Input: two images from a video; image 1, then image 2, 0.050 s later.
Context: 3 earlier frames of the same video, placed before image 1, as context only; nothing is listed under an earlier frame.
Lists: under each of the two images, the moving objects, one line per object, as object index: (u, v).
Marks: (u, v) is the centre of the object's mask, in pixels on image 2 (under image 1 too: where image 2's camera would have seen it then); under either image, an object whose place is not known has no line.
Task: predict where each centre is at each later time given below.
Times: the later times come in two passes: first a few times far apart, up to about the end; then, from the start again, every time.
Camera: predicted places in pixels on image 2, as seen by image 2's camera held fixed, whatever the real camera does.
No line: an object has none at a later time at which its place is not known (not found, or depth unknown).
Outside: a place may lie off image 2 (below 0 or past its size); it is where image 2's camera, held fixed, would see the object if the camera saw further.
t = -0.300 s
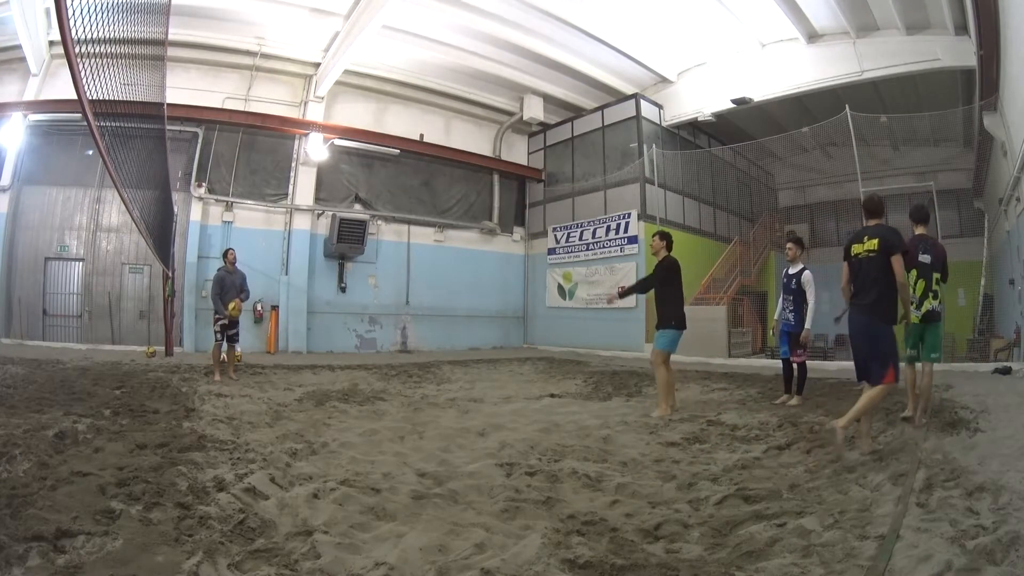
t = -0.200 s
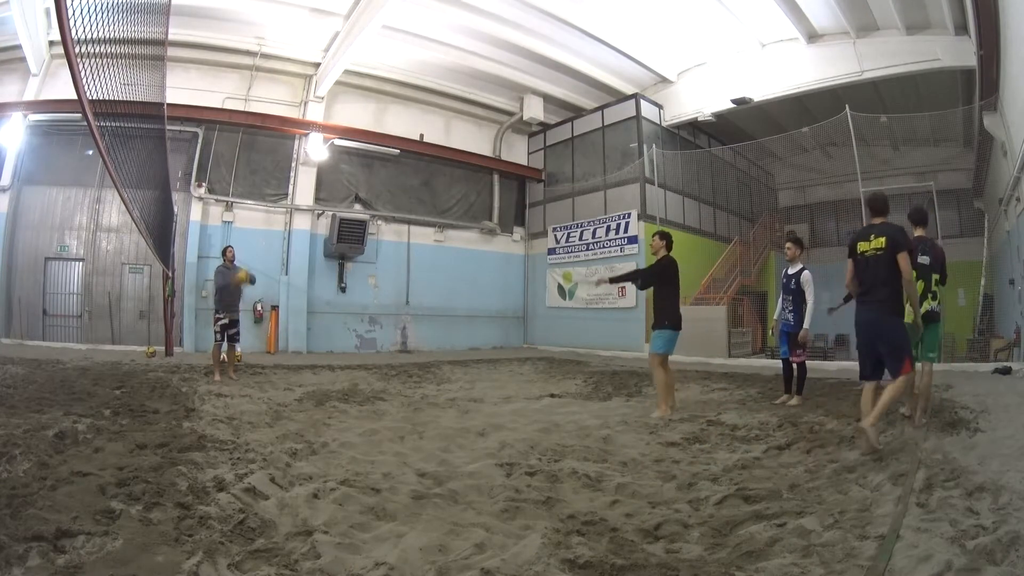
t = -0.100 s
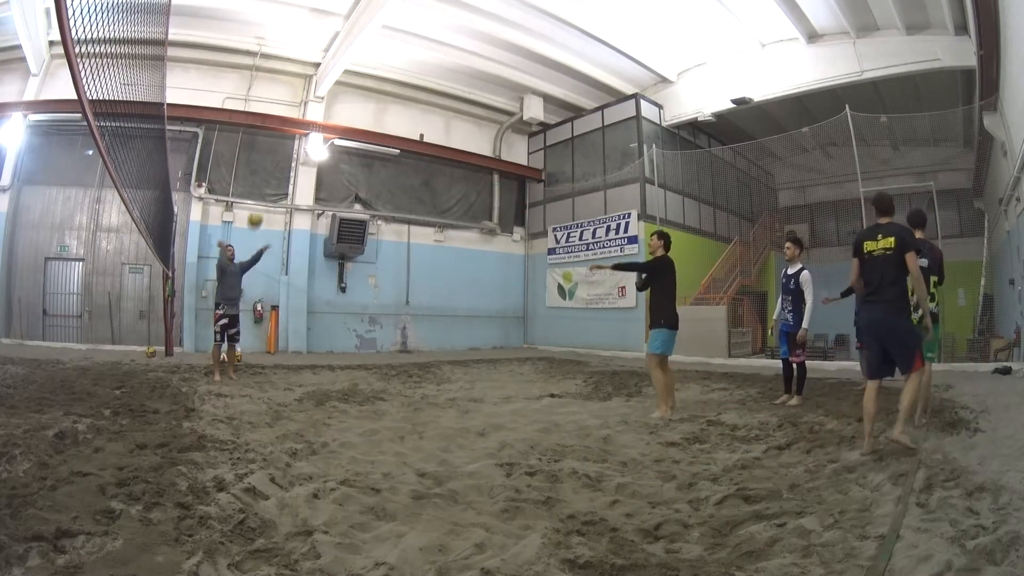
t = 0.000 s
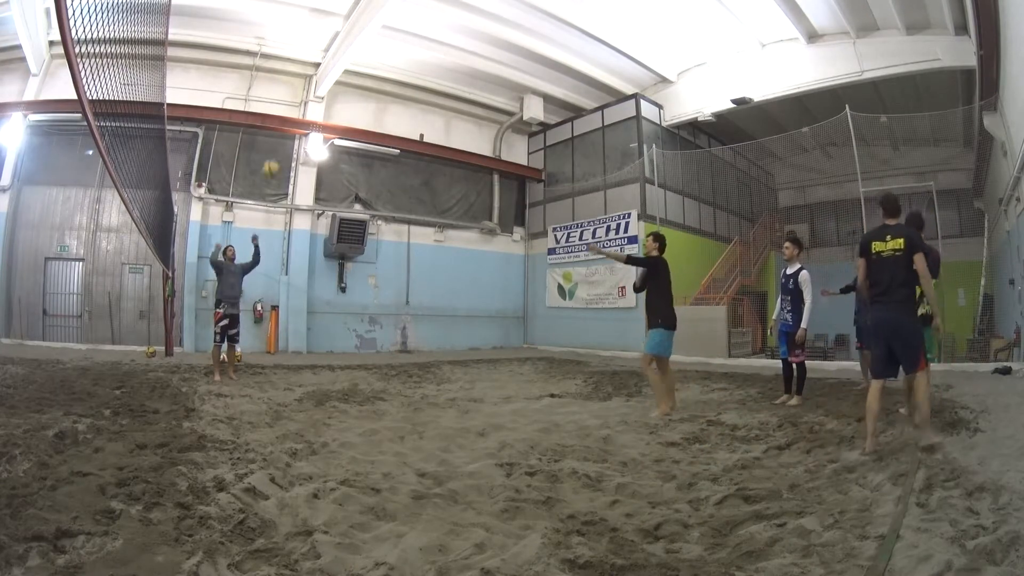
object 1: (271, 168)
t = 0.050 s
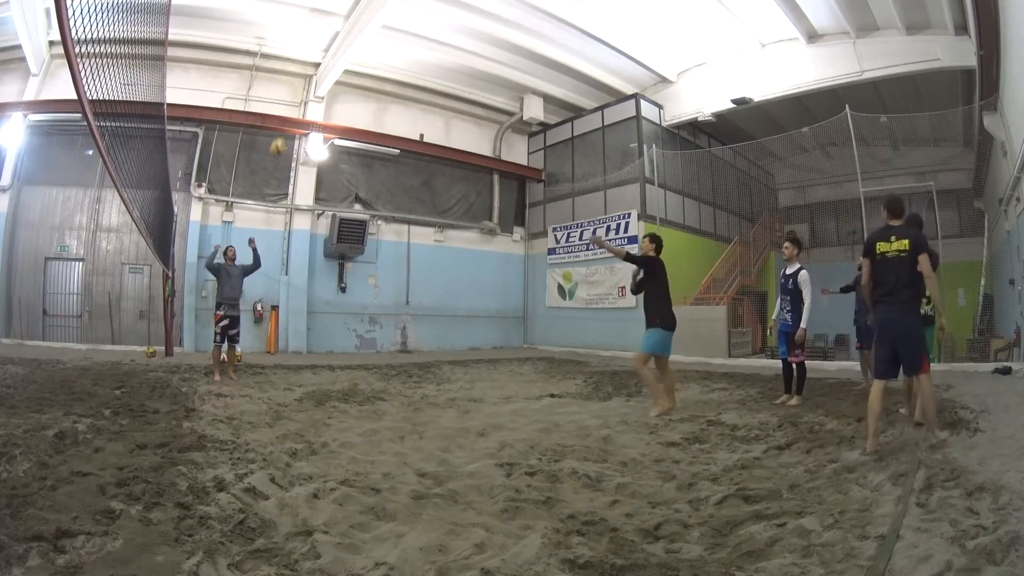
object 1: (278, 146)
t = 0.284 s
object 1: (317, 72)
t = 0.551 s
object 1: (357, 34)
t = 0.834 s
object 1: (394, 44)
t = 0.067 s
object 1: (282, 139)
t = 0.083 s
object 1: (284, 132)
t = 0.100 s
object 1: (287, 126)
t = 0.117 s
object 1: (290, 121)
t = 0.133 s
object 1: (292, 114)
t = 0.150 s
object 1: (295, 110)
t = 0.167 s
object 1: (297, 105)
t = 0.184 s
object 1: (300, 99)
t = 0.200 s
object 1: (303, 94)
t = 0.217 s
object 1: (307, 89)
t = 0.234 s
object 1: (309, 84)
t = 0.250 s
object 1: (311, 80)
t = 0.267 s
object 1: (314, 76)
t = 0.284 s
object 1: (317, 72)
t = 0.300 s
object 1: (319, 69)
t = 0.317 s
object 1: (323, 65)
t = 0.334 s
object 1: (325, 61)
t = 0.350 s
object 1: (327, 58)
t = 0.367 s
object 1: (330, 55)
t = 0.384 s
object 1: (332, 52)
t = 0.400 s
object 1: (334, 50)
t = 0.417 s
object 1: (338, 48)
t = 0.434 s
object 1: (340, 45)
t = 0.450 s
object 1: (343, 43)
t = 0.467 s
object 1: (345, 41)
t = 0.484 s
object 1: (348, 39)
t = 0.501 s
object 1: (350, 38)
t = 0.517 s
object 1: (352, 37)
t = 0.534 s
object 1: (355, 35)
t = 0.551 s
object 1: (357, 34)
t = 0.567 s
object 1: (359, 33)
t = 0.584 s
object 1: (362, 33)
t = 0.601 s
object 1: (364, 33)
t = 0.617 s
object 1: (366, 32)
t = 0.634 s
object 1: (368, 32)
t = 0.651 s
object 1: (370, 32)
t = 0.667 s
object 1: (373, 32)
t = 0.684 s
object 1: (375, 32)
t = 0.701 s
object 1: (377, 33)
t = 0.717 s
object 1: (380, 34)
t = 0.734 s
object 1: (381, 35)
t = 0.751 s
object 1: (383, 35)
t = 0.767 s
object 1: (385, 37)
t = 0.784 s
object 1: (388, 38)
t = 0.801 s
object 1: (390, 40)
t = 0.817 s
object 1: (392, 42)
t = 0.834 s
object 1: (394, 44)
